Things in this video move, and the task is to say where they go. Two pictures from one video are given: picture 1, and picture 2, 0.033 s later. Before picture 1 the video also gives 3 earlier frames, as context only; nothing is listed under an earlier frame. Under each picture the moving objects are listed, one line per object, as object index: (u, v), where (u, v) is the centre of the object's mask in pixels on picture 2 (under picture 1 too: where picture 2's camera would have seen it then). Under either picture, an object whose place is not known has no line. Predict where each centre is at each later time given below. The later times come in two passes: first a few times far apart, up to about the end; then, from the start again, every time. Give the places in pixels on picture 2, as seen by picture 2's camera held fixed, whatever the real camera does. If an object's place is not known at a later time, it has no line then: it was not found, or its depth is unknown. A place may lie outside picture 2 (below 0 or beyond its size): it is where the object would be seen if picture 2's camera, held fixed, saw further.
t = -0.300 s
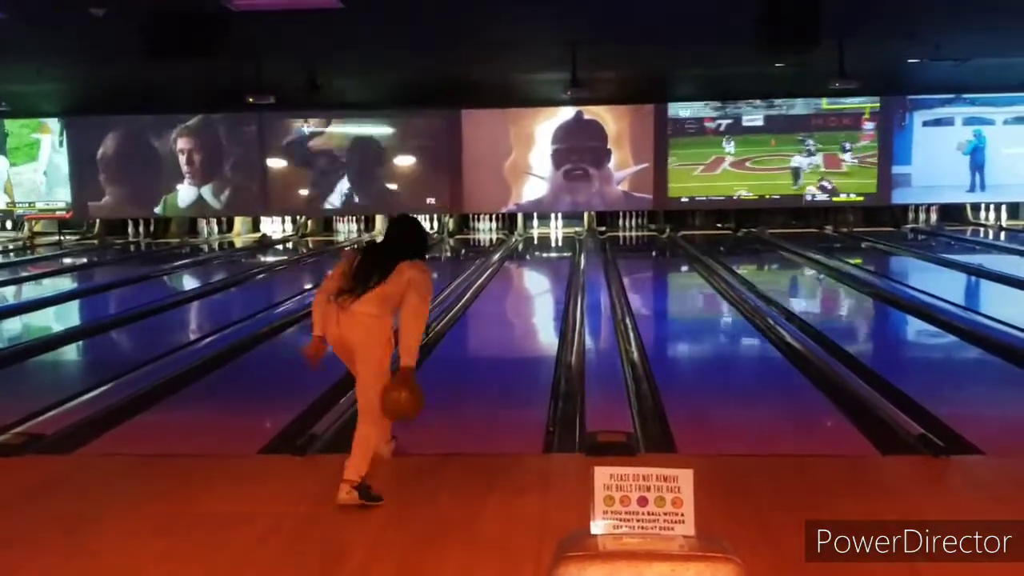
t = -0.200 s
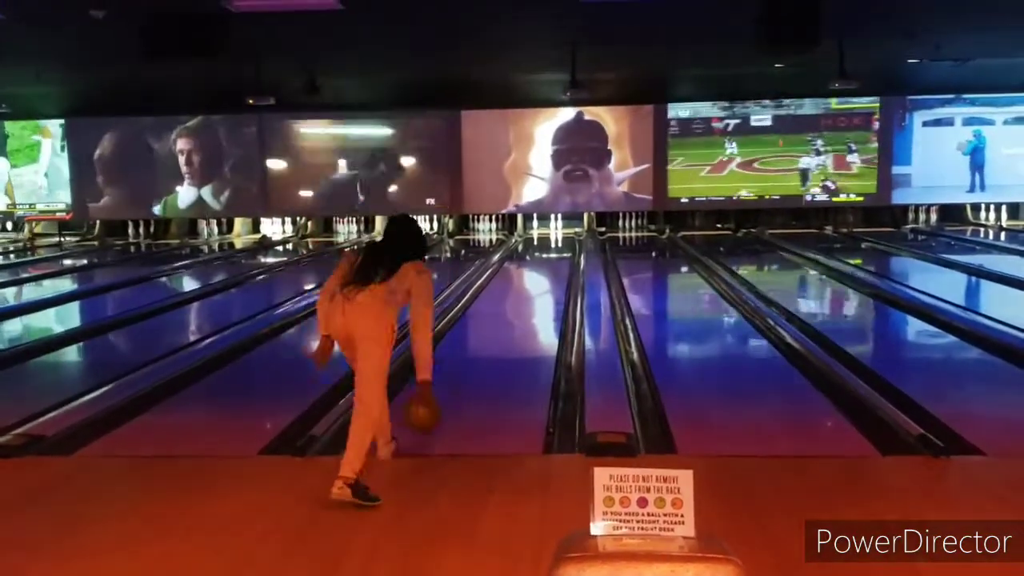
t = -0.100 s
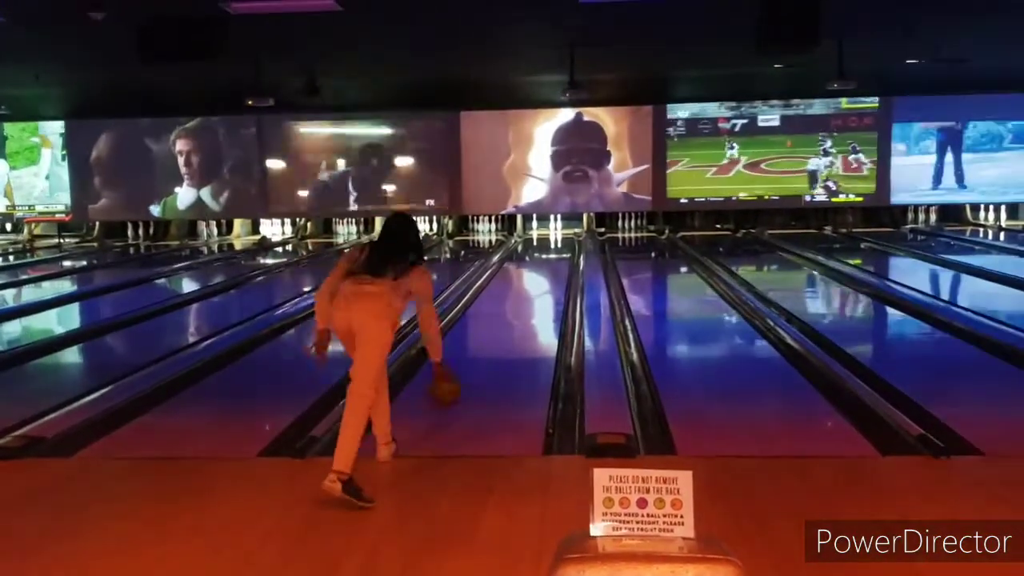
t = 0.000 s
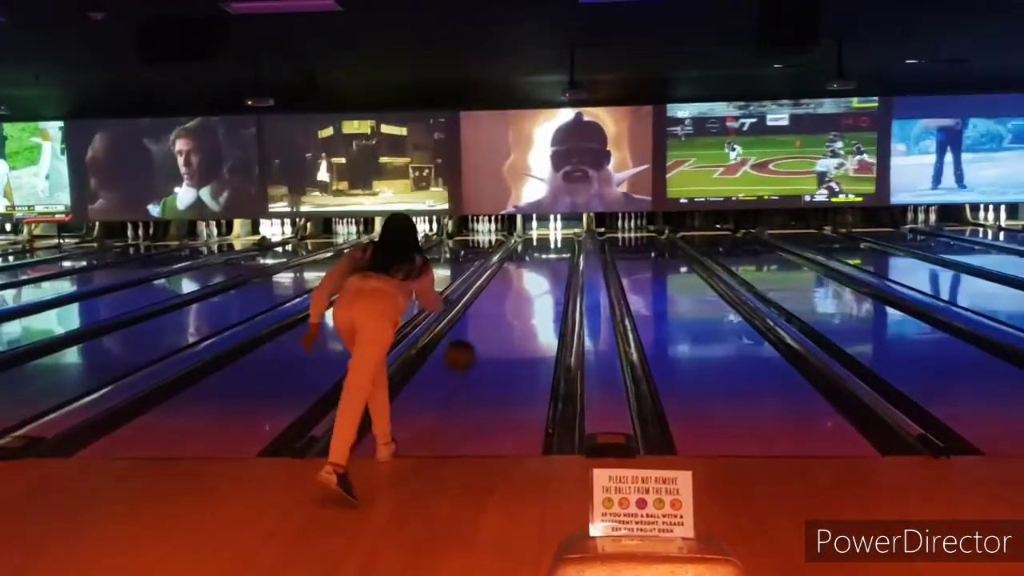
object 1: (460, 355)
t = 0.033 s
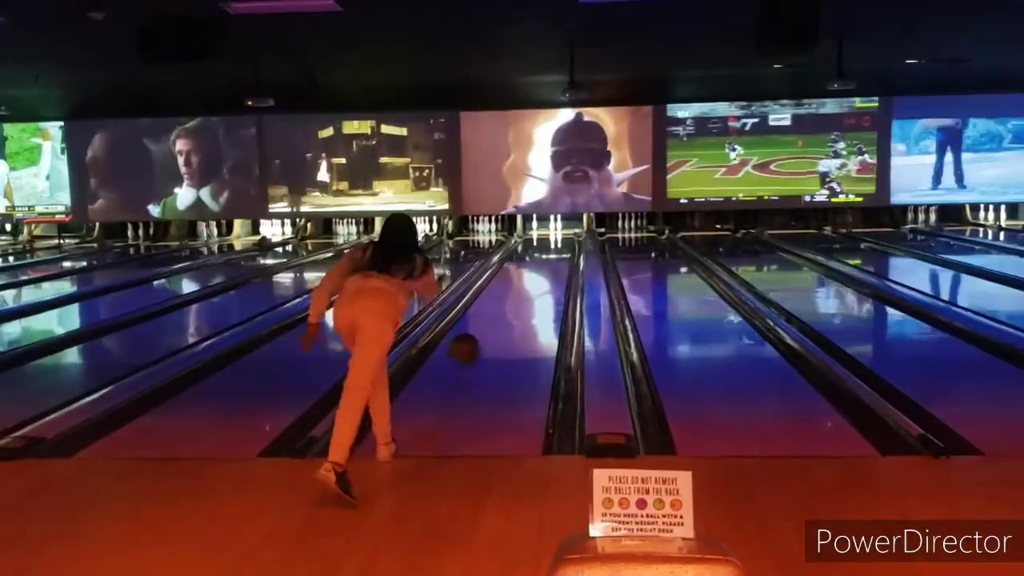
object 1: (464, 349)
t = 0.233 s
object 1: (489, 342)
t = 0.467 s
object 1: (507, 325)
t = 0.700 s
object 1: (520, 307)
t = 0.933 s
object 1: (530, 291)
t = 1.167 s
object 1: (538, 279)
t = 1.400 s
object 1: (544, 268)
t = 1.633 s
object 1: (549, 261)
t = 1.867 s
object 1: (553, 253)
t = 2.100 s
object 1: (556, 247)
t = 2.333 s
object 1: (559, 244)
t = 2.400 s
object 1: (559, 242)
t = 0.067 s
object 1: (469, 343)
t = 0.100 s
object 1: (473, 340)
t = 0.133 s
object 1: (477, 338)
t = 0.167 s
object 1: (481, 338)
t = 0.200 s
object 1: (484, 339)
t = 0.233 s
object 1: (489, 342)
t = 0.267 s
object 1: (492, 345)
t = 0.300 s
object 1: (495, 343)
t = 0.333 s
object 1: (498, 337)
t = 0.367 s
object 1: (500, 331)
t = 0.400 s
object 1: (502, 328)
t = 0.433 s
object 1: (505, 326)
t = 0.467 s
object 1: (507, 325)
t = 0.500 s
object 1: (508, 324)
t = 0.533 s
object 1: (511, 319)
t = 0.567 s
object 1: (514, 316)
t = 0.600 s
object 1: (515, 314)
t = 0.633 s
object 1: (516, 313)
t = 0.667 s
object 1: (517, 310)
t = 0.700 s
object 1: (520, 307)
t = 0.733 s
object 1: (522, 305)
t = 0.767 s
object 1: (523, 303)
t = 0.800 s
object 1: (524, 301)
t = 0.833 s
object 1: (527, 298)
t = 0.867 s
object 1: (528, 295)
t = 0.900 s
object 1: (529, 293)
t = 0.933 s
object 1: (530, 291)
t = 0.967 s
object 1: (532, 289)
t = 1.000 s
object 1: (533, 287)
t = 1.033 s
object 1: (534, 285)
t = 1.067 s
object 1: (535, 283)
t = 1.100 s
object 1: (536, 282)
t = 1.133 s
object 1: (537, 281)
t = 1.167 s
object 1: (538, 279)
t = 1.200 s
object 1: (539, 277)
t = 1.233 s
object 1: (540, 275)
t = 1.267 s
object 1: (541, 273)
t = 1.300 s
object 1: (542, 272)
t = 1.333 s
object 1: (542, 271)
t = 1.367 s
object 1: (543, 270)
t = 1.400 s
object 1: (544, 268)
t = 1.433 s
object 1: (545, 267)
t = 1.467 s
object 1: (546, 266)
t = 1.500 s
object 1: (546, 266)
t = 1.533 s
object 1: (547, 264)
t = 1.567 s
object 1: (548, 262)
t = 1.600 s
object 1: (548, 262)
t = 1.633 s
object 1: (549, 261)
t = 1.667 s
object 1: (549, 260)
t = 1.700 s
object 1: (550, 258)
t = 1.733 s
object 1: (550, 257)
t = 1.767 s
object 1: (551, 257)
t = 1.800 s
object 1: (551, 257)
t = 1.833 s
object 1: (552, 255)
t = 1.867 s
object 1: (553, 253)
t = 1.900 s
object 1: (553, 252)
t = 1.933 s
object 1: (553, 251)
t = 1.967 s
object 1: (554, 250)
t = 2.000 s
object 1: (555, 250)
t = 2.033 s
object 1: (555, 248)
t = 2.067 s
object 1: (555, 248)
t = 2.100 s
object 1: (556, 247)
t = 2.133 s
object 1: (556, 247)
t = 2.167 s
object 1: (557, 247)
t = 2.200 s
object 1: (557, 246)
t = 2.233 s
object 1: (558, 246)
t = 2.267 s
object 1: (558, 245)
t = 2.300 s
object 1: (558, 245)
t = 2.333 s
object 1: (559, 244)
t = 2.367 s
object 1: (559, 244)
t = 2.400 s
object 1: (559, 242)
